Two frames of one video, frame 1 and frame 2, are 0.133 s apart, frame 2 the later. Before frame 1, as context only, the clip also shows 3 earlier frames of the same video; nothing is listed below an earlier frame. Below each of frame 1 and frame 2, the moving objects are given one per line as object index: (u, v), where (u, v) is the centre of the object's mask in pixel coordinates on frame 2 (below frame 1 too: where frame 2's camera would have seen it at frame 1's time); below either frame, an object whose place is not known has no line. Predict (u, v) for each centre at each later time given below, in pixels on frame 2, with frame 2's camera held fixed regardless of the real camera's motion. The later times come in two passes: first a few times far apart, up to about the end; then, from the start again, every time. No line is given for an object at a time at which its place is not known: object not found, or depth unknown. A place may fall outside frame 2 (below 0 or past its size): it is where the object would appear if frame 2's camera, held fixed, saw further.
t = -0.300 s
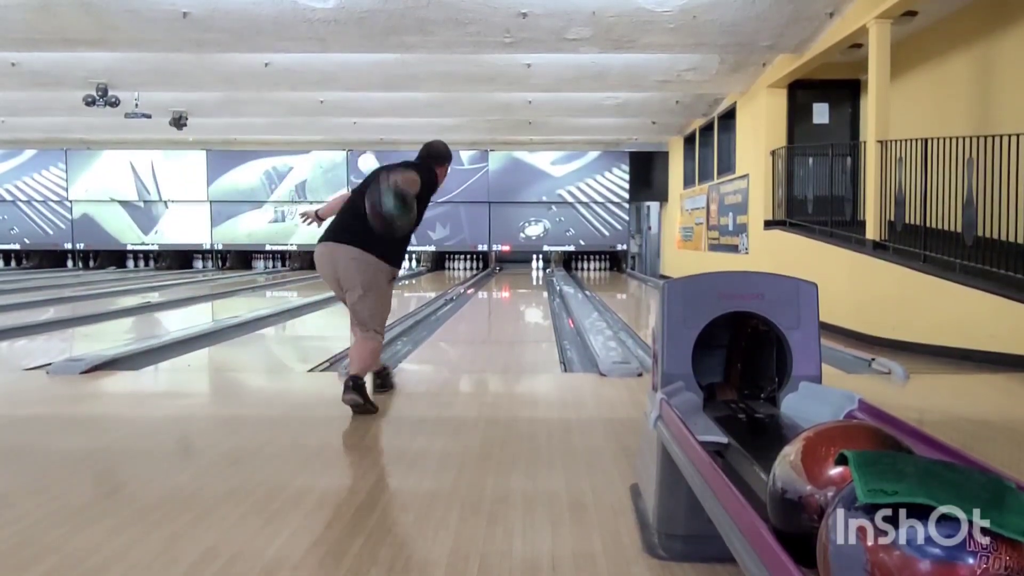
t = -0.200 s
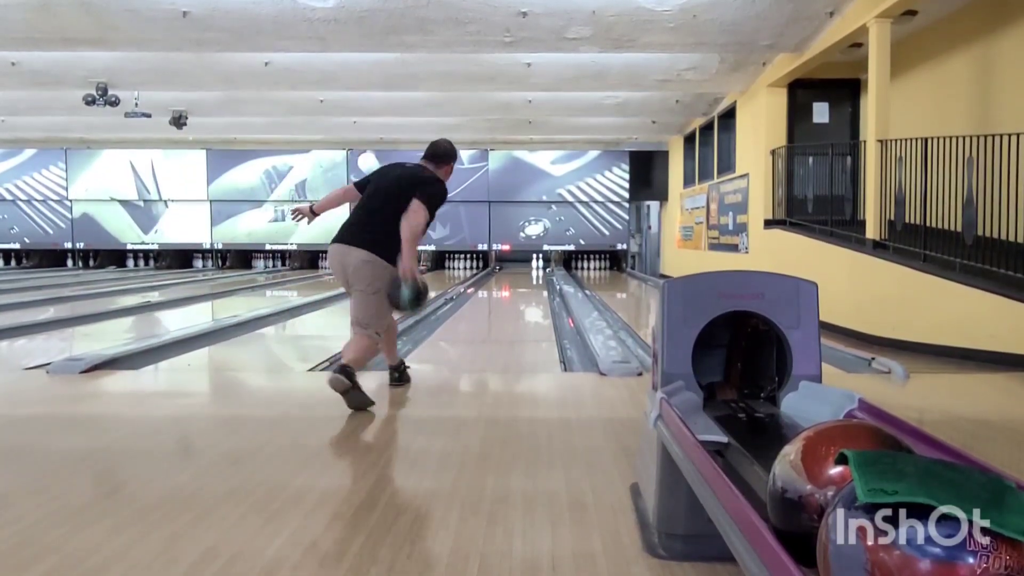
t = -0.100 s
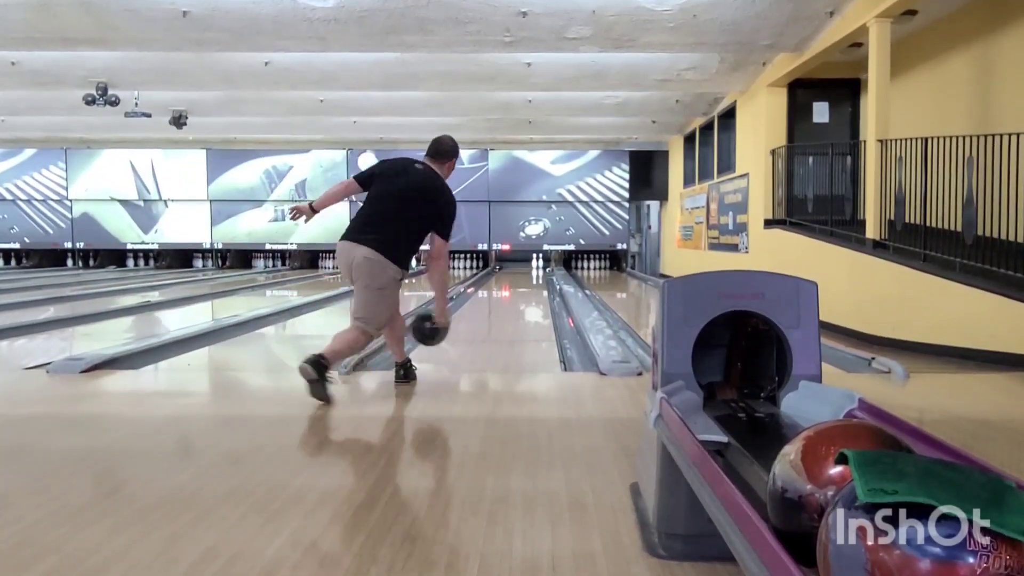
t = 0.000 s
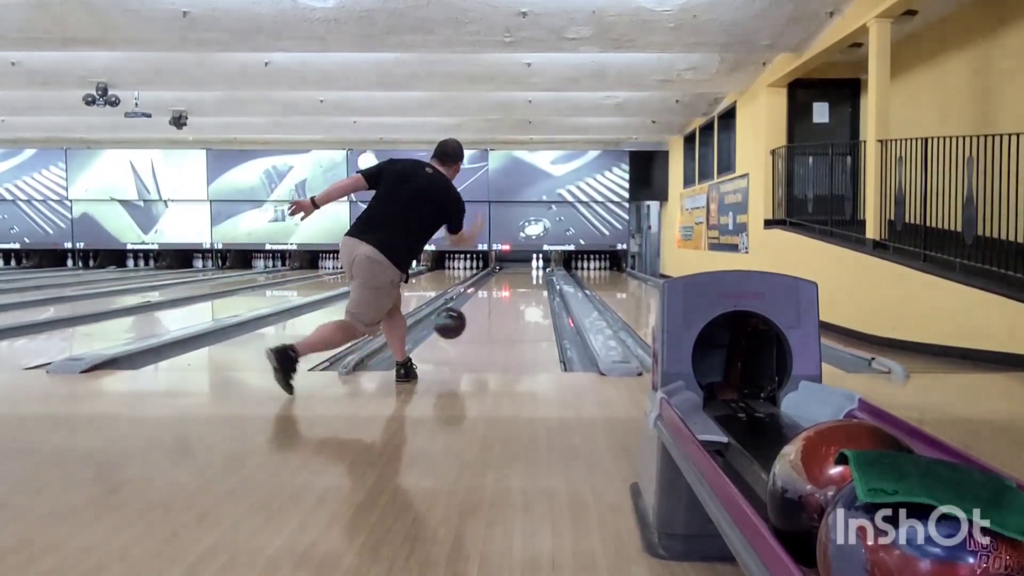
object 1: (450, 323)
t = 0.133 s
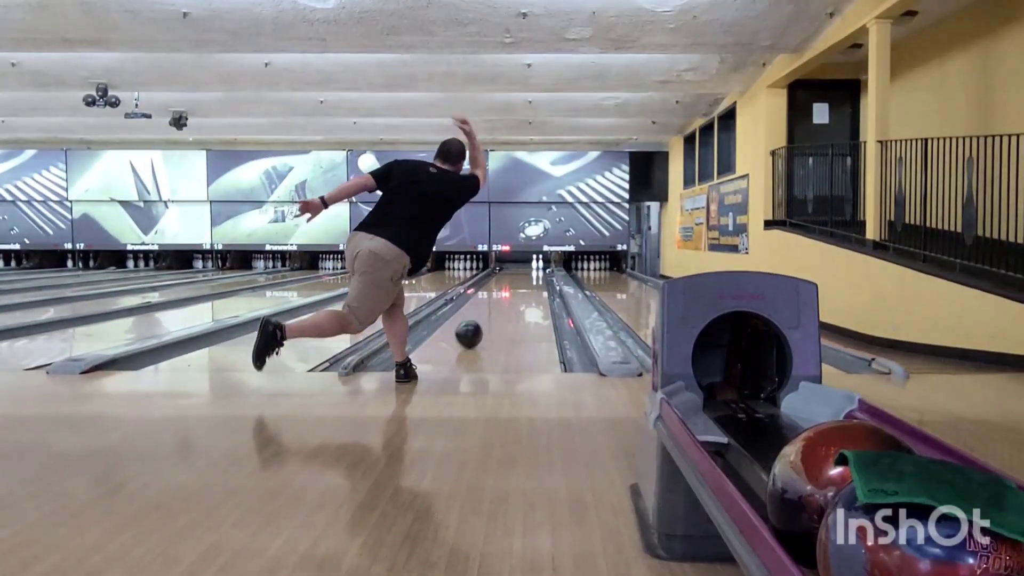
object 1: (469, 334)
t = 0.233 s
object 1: (480, 324)
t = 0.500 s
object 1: (500, 306)
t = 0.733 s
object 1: (511, 296)
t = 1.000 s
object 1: (518, 287)
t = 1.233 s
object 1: (524, 282)
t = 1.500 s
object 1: (527, 277)
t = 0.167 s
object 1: (473, 330)
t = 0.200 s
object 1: (476, 327)
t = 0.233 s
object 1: (480, 324)
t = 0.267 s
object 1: (483, 322)
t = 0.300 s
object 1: (486, 319)
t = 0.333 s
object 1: (489, 317)
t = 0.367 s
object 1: (491, 314)
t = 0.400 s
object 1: (494, 312)
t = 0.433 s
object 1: (496, 310)
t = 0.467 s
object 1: (498, 308)
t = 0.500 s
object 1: (500, 306)
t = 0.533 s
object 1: (502, 305)
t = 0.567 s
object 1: (503, 304)
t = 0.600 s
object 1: (505, 301)
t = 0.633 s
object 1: (507, 300)
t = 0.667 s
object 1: (508, 298)
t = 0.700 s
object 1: (509, 297)
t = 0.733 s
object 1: (511, 296)
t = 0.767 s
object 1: (512, 295)
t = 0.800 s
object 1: (513, 294)
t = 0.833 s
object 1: (514, 293)
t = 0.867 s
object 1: (515, 292)
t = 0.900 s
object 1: (516, 290)
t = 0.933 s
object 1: (517, 289)
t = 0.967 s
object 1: (518, 288)
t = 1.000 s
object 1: (518, 287)
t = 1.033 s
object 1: (520, 286)
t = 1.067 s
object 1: (521, 286)
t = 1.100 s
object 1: (521, 284)
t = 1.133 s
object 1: (522, 284)
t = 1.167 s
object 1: (522, 283)
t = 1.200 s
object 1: (523, 282)
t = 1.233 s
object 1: (524, 282)
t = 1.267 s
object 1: (524, 281)
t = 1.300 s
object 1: (525, 280)
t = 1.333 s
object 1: (525, 280)
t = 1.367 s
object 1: (525, 279)
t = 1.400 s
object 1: (526, 278)
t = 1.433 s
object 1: (526, 278)
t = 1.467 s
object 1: (527, 277)
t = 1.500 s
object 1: (527, 277)
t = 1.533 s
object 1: (527, 276)
